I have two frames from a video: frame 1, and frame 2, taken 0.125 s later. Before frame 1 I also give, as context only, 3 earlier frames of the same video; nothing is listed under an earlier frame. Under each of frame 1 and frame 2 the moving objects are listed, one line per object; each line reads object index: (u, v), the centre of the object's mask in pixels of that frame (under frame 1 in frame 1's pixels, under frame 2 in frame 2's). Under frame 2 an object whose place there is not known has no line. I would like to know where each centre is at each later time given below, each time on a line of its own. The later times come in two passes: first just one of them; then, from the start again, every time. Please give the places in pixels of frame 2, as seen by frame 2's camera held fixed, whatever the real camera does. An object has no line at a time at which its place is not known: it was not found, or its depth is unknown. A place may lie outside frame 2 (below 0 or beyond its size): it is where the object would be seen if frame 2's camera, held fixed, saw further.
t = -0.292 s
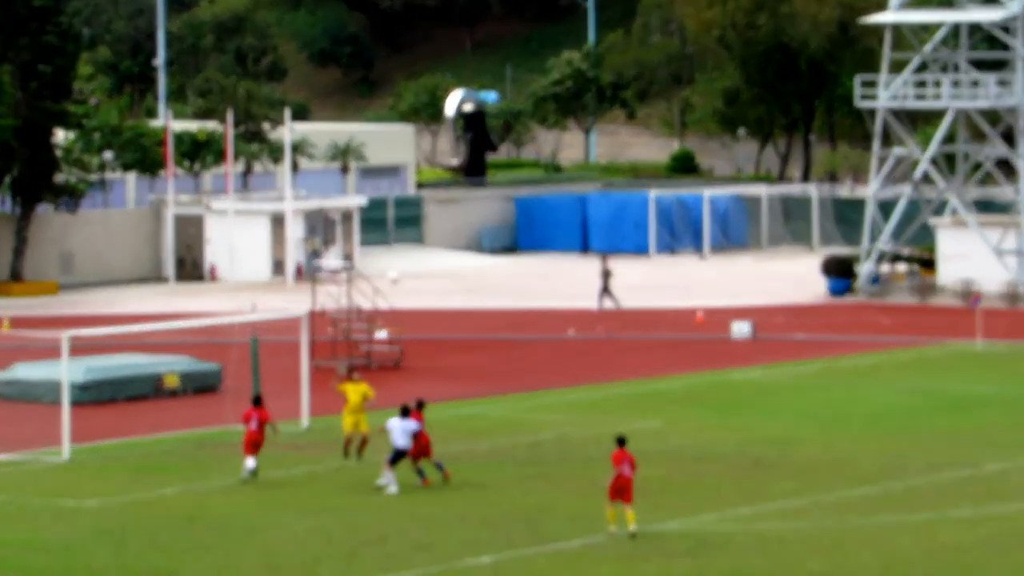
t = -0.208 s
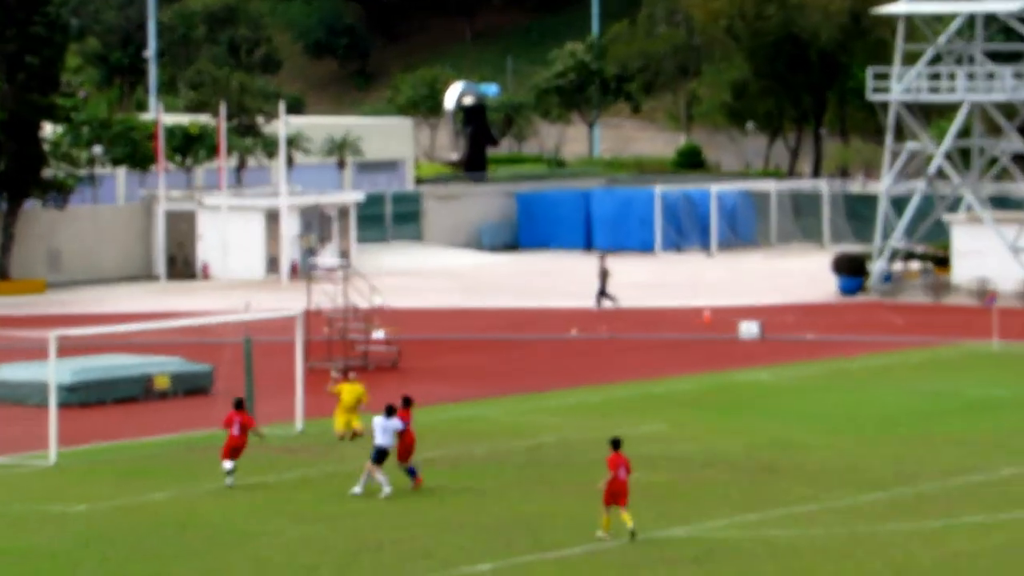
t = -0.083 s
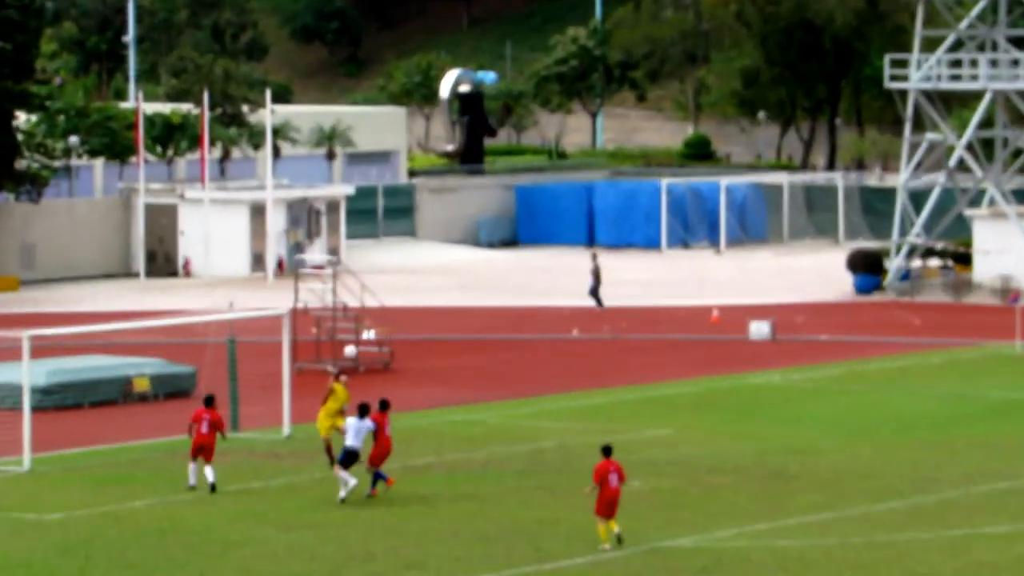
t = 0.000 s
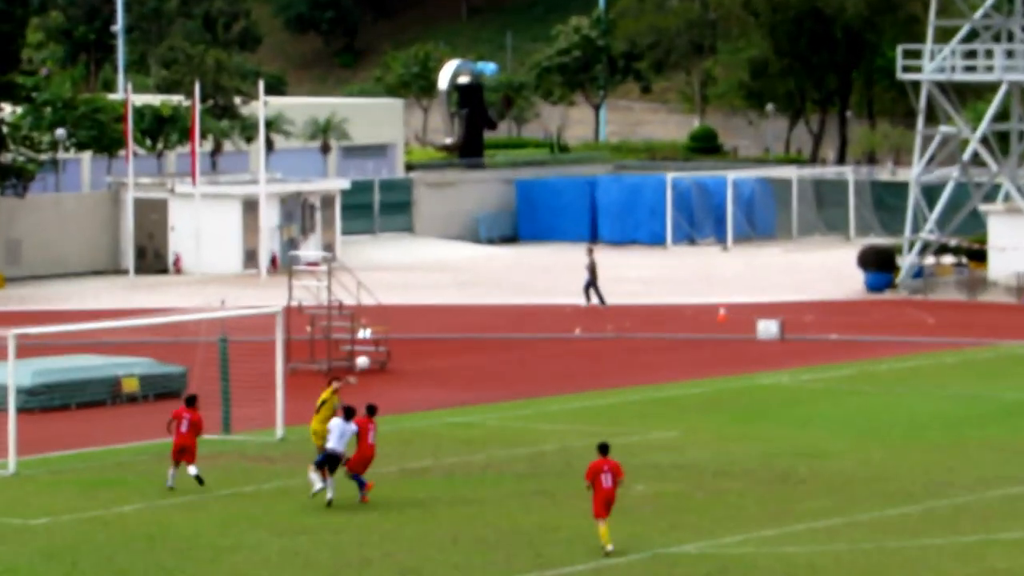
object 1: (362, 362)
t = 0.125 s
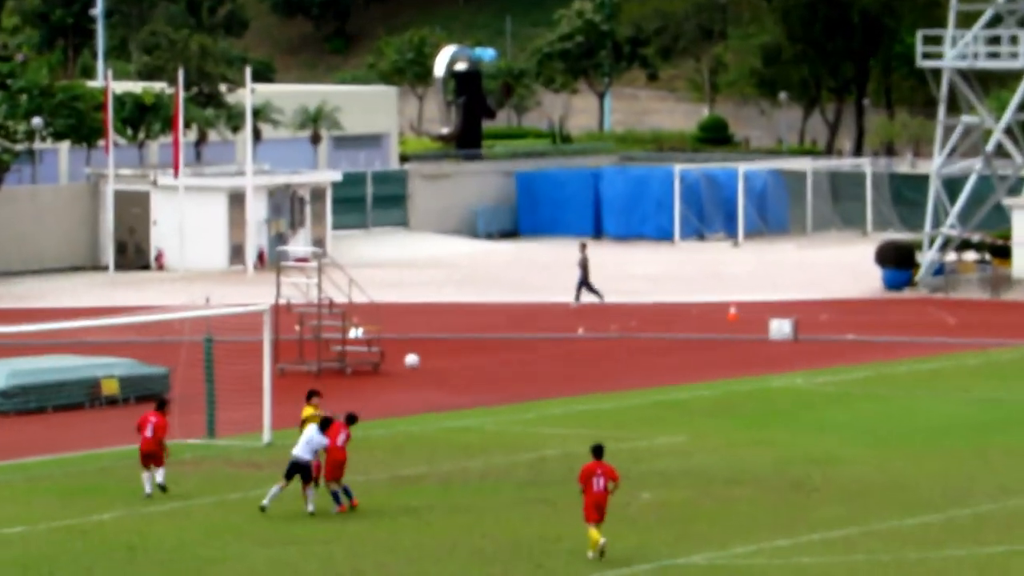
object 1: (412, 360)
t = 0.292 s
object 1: (487, 374)
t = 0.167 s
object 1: (430, 361)
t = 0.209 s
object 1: (449, 364)
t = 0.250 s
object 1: (467, 368)
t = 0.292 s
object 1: (487, 374)
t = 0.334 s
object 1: (508, 381)
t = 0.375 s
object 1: (528, 388)
